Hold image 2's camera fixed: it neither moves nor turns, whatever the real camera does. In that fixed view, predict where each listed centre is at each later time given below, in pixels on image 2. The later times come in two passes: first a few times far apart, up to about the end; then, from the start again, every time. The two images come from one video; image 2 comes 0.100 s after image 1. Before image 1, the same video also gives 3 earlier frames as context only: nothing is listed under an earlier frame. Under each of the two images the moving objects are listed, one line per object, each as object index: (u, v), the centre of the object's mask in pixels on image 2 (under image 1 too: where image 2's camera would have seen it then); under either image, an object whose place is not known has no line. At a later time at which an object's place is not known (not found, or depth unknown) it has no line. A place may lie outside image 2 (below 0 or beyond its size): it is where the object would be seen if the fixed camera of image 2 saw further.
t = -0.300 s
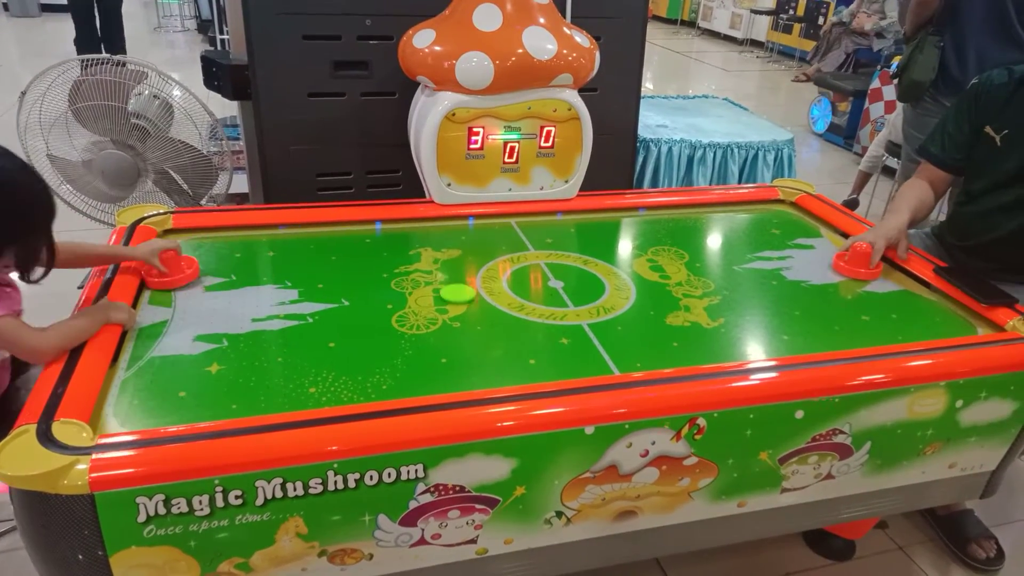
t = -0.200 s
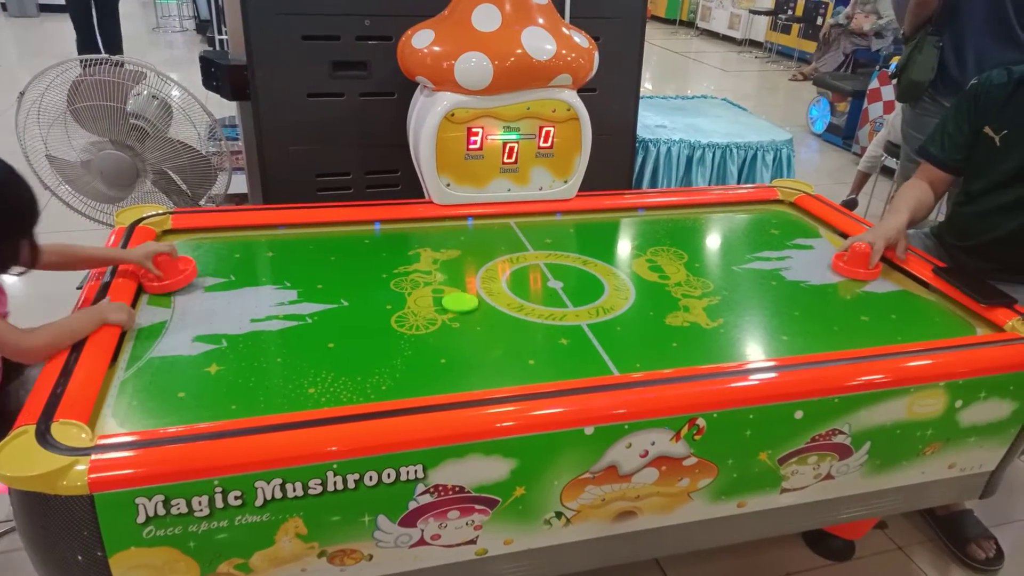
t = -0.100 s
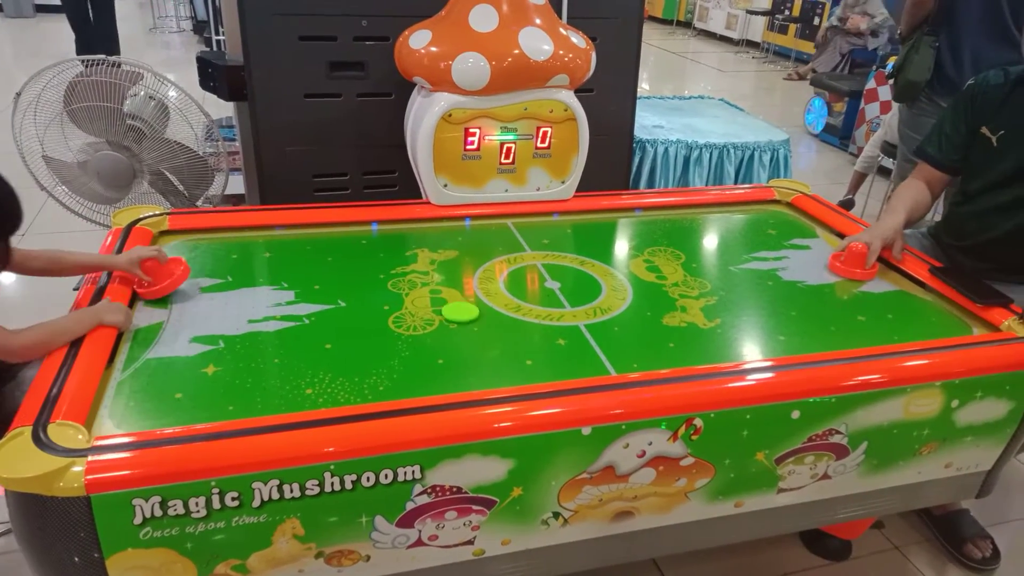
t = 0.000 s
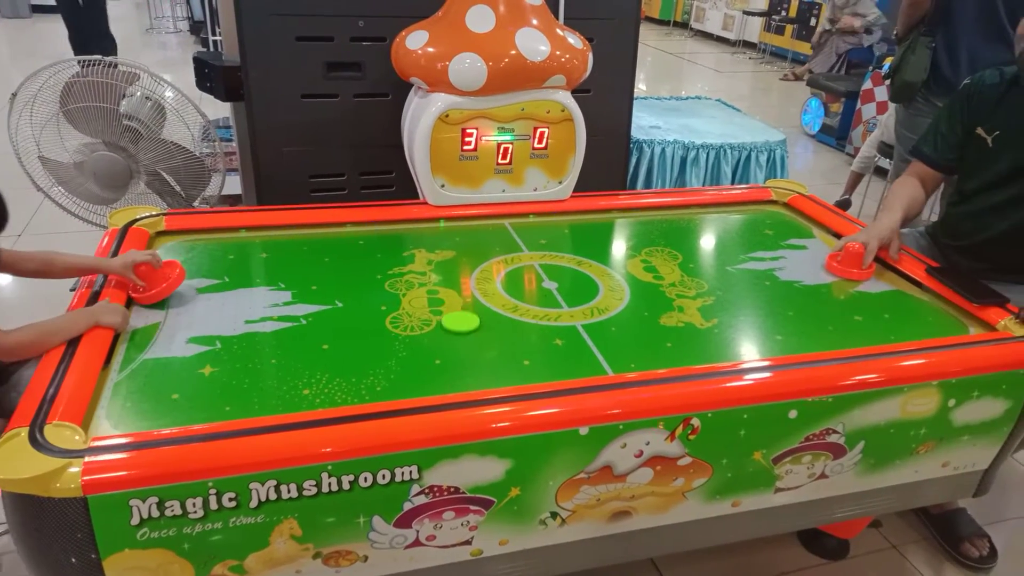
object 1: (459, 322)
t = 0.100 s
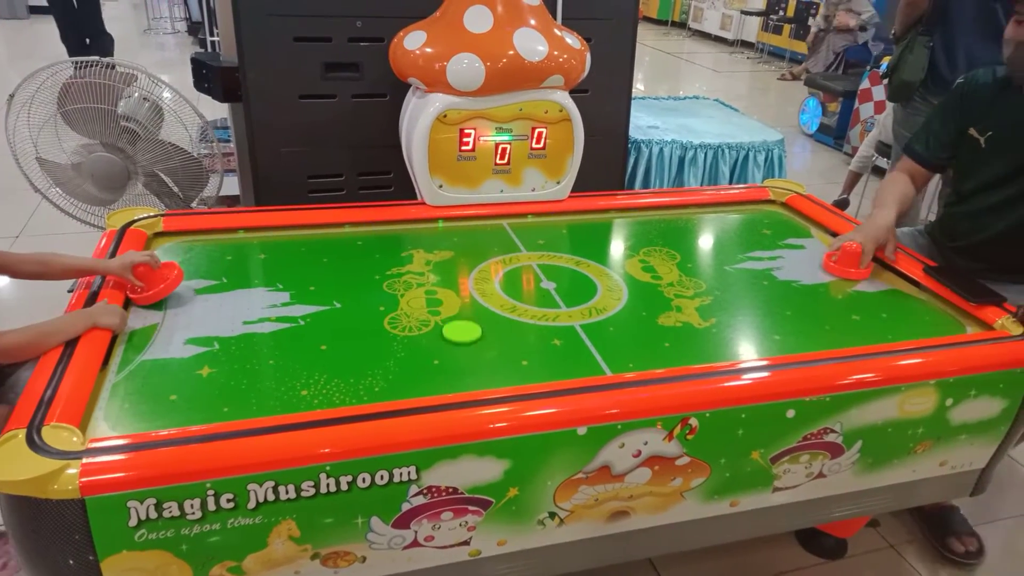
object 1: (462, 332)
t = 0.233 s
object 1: (466, 346)
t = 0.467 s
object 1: (475, 373)
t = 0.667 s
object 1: (479, 385)
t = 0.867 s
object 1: (473, 375)
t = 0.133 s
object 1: (463, 336)
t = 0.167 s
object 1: (464, 339)
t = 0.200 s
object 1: (465, 342)
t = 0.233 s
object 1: (466, 346)
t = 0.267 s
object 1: (468, 350)
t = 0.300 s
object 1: (469, 353)
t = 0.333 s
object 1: (470, 357)
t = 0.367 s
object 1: (471, 361)
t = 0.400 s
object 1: (473, 365)
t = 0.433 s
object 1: (474, 369)
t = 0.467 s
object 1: (475, 373)
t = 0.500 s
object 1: (477, 377)
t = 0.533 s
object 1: (478, 380)
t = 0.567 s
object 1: (479, 382)
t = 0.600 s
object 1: (479, 384)
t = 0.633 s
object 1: (480, 386)
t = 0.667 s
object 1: (479, 385)
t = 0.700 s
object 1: (478, 384)
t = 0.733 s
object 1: (477, 382)
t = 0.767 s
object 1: (476, 381)
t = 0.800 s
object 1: (475, 379)
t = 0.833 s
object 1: (474, 377)
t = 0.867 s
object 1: (473, 375)
